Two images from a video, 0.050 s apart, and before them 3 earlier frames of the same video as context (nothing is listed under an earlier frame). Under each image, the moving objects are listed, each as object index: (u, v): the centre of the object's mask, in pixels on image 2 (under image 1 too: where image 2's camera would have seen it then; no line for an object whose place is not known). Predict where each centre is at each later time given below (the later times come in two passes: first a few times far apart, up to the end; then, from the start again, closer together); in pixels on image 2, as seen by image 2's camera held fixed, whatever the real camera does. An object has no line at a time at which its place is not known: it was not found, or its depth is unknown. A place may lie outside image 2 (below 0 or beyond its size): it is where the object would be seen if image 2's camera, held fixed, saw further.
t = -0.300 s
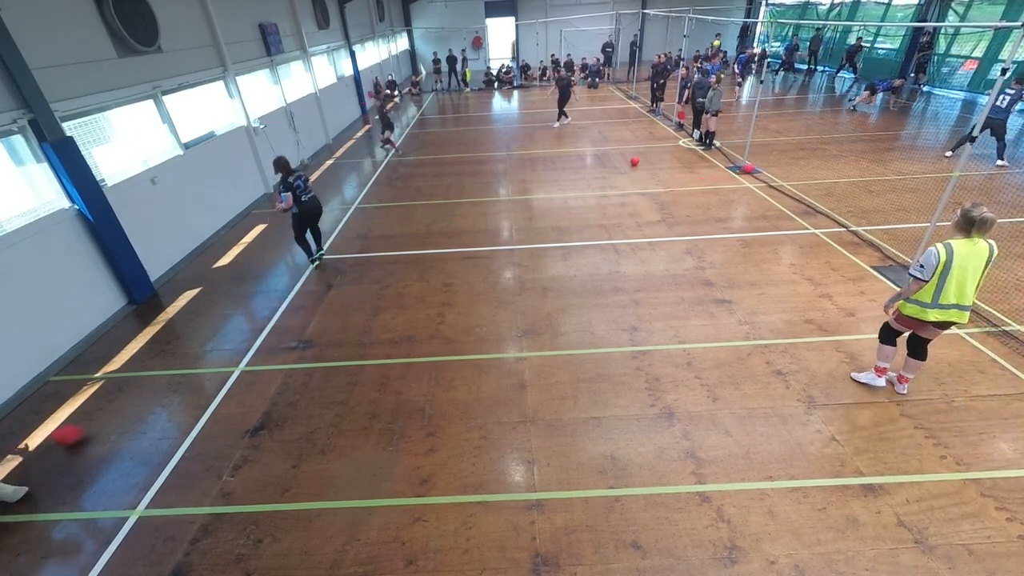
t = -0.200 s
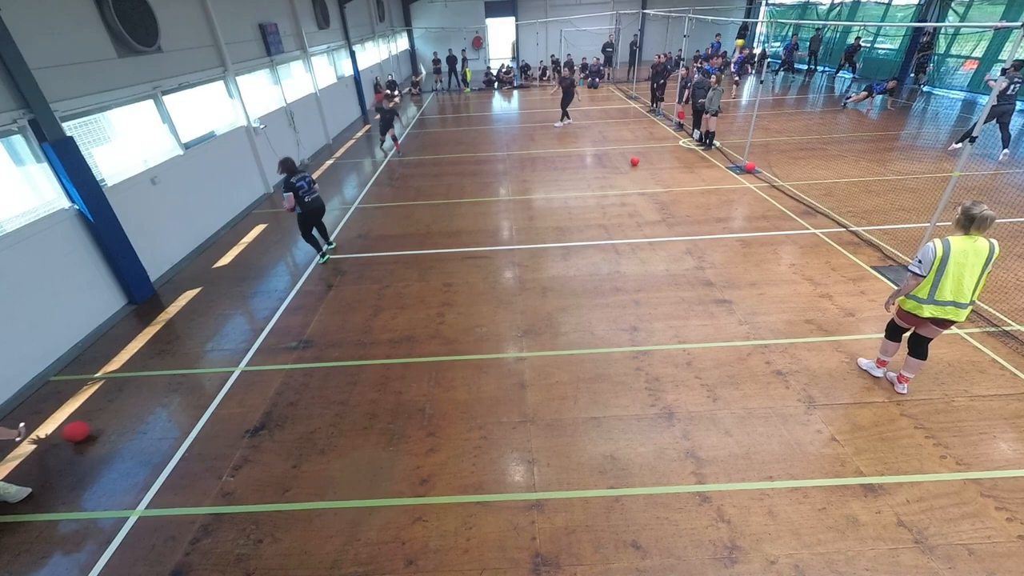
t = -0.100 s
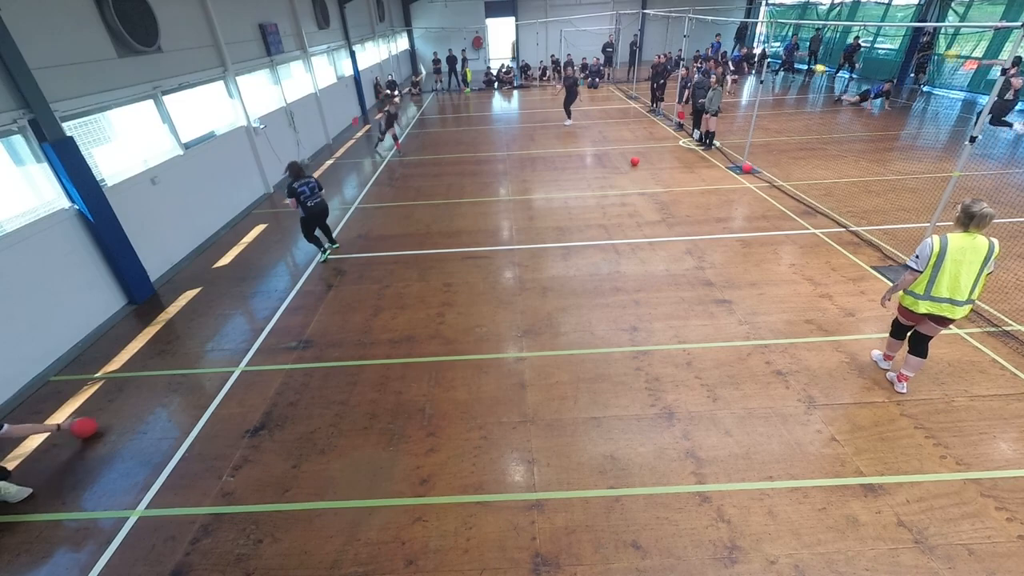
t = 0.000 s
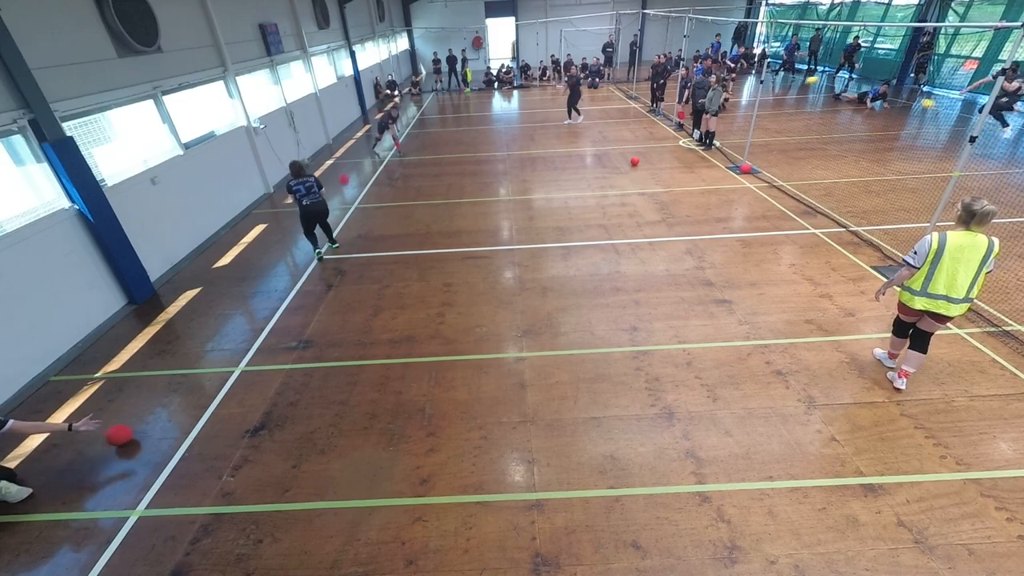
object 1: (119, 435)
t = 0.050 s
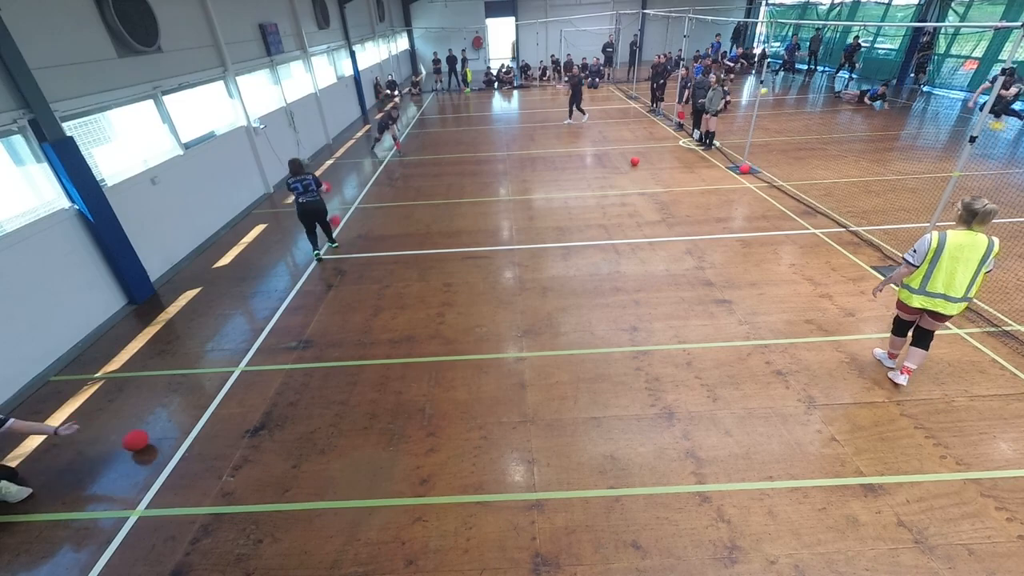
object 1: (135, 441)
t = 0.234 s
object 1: (199, 460)
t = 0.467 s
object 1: (286, 487)
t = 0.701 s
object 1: (383, 516)
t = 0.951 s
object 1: (495, 550)
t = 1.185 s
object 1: (609, 571)
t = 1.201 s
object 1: (617, 572)
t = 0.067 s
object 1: (141, 443)
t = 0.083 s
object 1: (147, 444)
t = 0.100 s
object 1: (153, 446)
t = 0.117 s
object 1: (158, 448)
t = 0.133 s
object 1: (164, 449)
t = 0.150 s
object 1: (169, 451)
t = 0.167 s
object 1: (176, 453)
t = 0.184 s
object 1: (181, 454)
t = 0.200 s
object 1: (187, 457)
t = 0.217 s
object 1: (194, 459)
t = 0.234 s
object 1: (199, 460)
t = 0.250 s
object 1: (205, 462)
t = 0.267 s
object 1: (210, 463)
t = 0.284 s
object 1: (217, 465)
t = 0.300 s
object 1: (223, 467)
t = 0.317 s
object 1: (230, 469)
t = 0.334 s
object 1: (236, 471)
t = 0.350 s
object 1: (242, 473)
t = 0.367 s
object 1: (248, 474)
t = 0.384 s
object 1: (254, 477)
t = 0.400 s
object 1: (261, 480)
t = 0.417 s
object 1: (267, 481)
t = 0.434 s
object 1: (274, 483)
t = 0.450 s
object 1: (280, 485)
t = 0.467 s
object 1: (286, 487)
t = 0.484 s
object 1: (293, 489)
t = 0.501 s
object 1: (301, 490)
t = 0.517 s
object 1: (306, 492)
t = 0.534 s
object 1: (314, 494)
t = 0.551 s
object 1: (320, 497)
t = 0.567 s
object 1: (326, 499)
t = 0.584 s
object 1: (333, 501)
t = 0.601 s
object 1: (341, 503)
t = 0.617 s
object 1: (347, 506)
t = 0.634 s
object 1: (354, 508)
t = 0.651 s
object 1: (361, 509)
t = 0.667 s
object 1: (368, 512)
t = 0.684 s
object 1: (375, 514)
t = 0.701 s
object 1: (383, 516)
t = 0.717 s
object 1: (390, 518)
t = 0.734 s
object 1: (397, 520)
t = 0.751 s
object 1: (404, 522)
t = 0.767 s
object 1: (412, 525)
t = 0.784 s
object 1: (419, 527)
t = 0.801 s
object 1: (426, 529)
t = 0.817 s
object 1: (434, 531)
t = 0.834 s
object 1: (441, 533)
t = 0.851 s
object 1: (449, 536)
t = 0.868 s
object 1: (457, 538)
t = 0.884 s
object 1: (464, 540)
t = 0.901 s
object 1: (471, 542)
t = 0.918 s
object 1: (480, 545)
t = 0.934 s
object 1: (487, 547)
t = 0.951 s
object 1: (495, 550)
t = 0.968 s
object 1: (504, 552)
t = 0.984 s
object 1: (511, 554)
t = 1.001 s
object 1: (519, 556)
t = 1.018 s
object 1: (527, 559)
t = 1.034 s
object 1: (535, 561)
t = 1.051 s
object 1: (543, 562)
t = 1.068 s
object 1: (551, 563)
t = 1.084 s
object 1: (560, 564)
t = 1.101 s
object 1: (568, 566)
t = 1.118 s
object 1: (577, 567)
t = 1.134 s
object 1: (584, 568)
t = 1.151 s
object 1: (593, 569)
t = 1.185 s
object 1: (609, 571)
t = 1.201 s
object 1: (617, 572)
